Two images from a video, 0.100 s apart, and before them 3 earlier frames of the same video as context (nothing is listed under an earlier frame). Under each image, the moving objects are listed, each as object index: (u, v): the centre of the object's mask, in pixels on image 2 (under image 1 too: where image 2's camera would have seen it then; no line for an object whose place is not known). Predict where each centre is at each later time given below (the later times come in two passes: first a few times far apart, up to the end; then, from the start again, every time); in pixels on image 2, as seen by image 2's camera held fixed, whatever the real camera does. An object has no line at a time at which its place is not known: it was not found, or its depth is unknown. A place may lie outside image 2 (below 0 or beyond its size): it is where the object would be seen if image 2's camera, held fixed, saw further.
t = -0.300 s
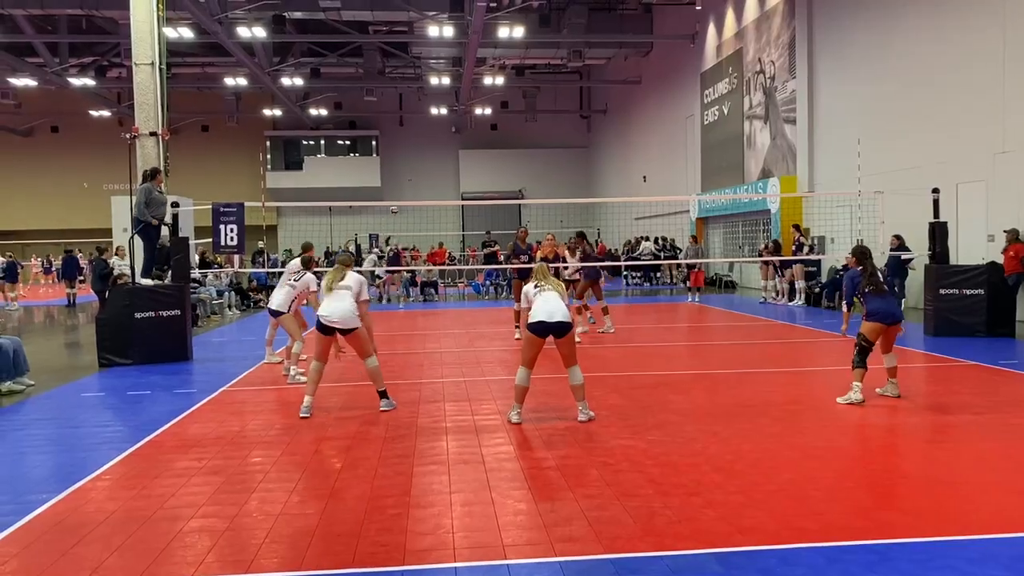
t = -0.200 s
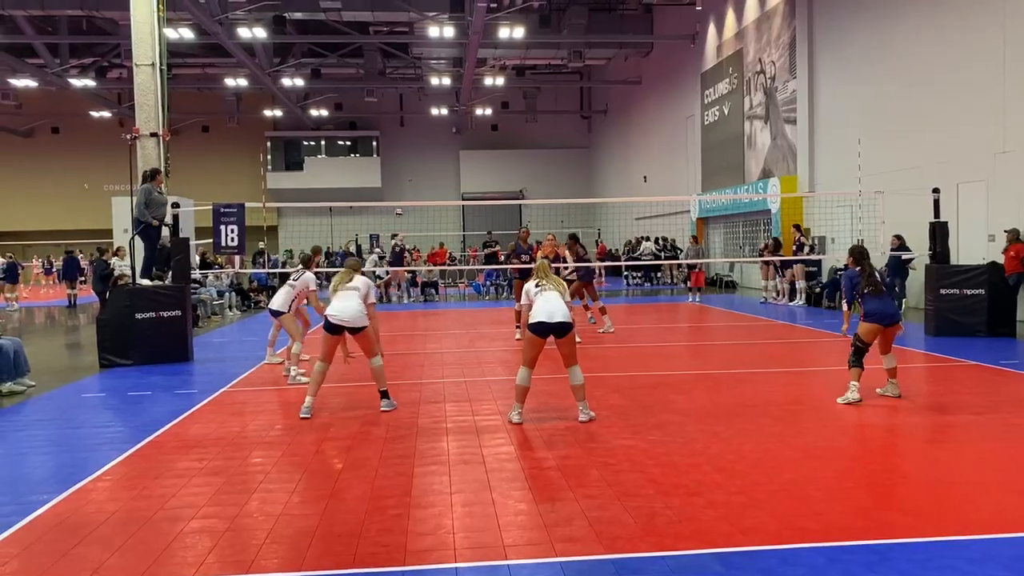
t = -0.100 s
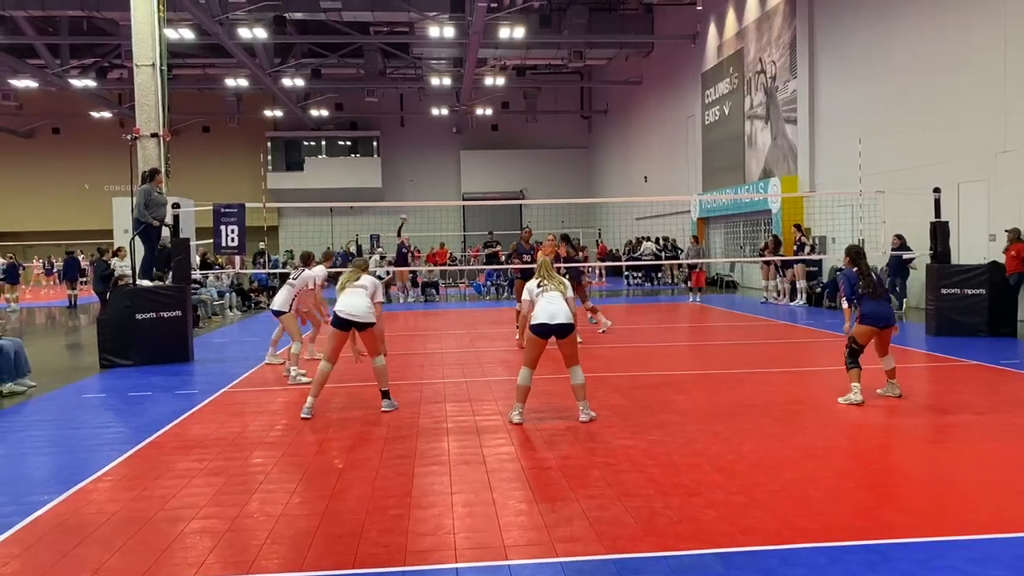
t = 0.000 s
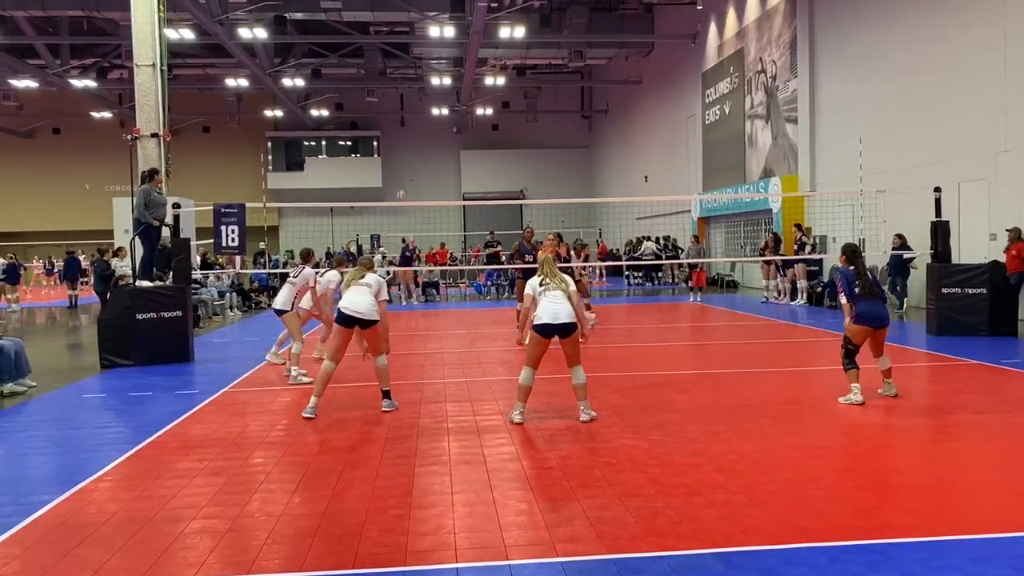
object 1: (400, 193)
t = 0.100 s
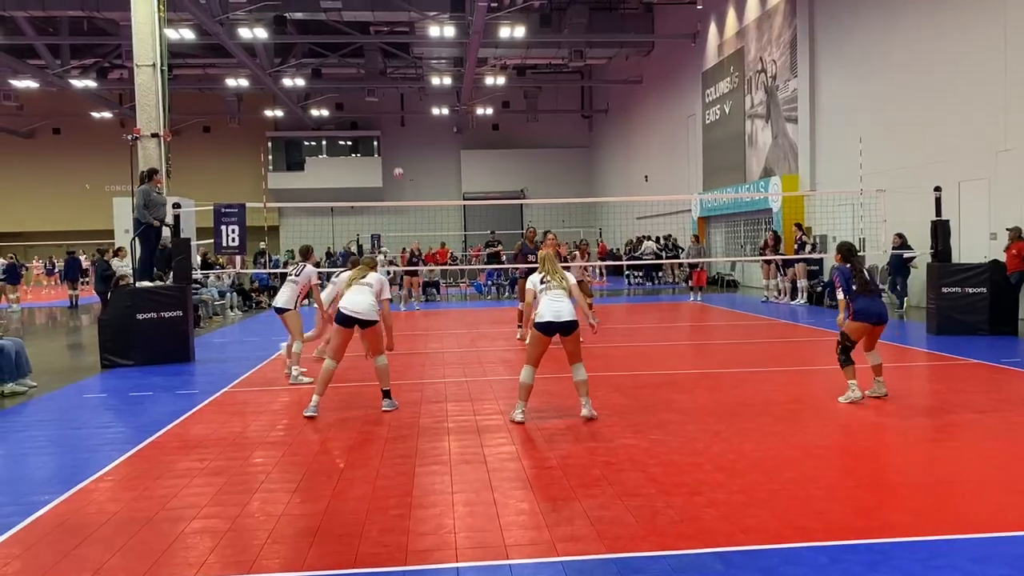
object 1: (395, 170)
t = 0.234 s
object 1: (395, 147)
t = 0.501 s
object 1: (391, 111)
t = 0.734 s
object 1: (392, 107)
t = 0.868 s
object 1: (390, 121)
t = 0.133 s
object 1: (395, 164)
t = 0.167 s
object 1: (395, 158)
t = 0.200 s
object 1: (395, 152)
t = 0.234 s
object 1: (395, 147)
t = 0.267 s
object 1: (394, 141)
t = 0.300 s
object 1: (394, 135)
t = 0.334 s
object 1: (393, 130)
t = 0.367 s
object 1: (392, 125)
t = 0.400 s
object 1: (392, 121)
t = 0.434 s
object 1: (391, 117)
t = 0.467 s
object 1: (391, 114)
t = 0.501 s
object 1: (391, 111)
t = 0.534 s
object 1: (392, 109)
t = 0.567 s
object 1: (392, 107)
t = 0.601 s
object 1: (392, 105)
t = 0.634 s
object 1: (392, 105)
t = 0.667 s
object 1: (392, 105)
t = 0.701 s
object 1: (392, 105)
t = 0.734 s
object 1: (392, 107)
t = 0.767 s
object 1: (391, 109)
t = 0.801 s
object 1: (391, 112)
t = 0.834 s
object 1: (391, 116)
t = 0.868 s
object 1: (390, 121)
